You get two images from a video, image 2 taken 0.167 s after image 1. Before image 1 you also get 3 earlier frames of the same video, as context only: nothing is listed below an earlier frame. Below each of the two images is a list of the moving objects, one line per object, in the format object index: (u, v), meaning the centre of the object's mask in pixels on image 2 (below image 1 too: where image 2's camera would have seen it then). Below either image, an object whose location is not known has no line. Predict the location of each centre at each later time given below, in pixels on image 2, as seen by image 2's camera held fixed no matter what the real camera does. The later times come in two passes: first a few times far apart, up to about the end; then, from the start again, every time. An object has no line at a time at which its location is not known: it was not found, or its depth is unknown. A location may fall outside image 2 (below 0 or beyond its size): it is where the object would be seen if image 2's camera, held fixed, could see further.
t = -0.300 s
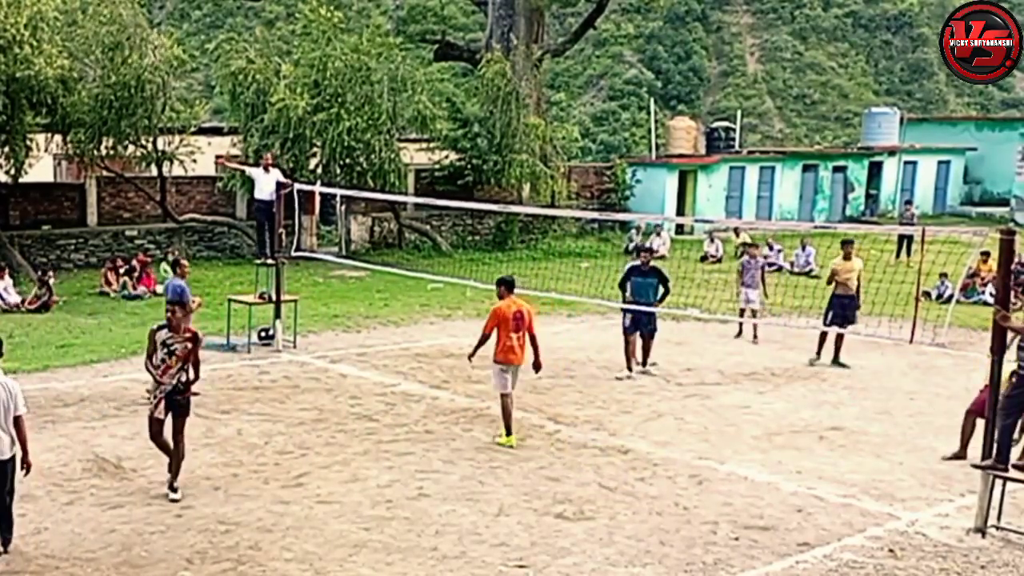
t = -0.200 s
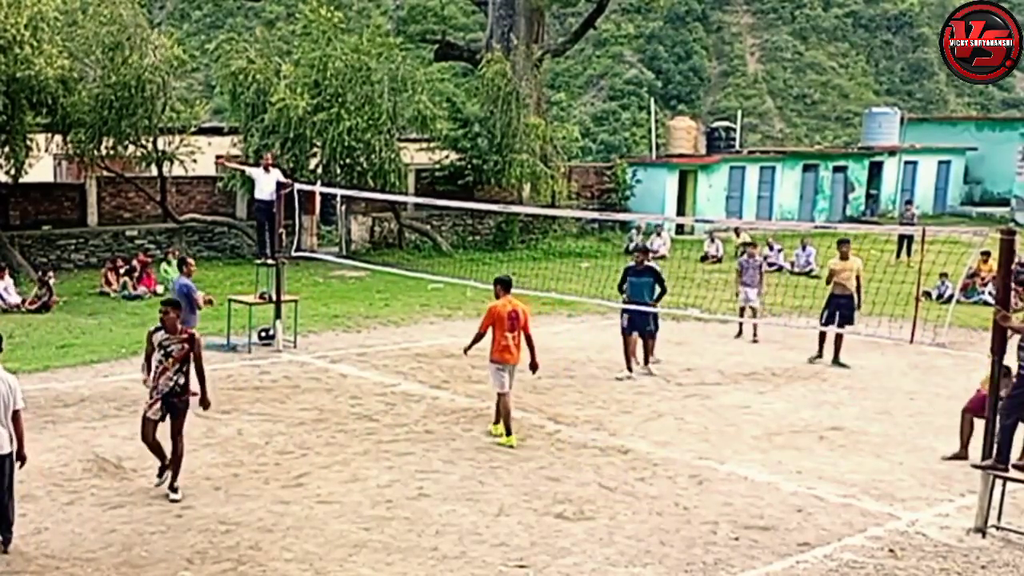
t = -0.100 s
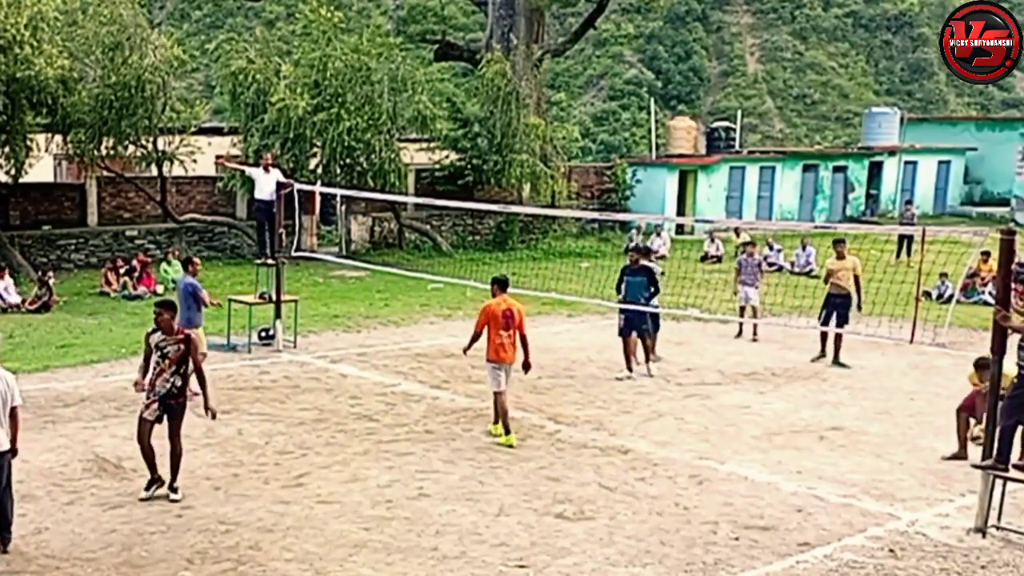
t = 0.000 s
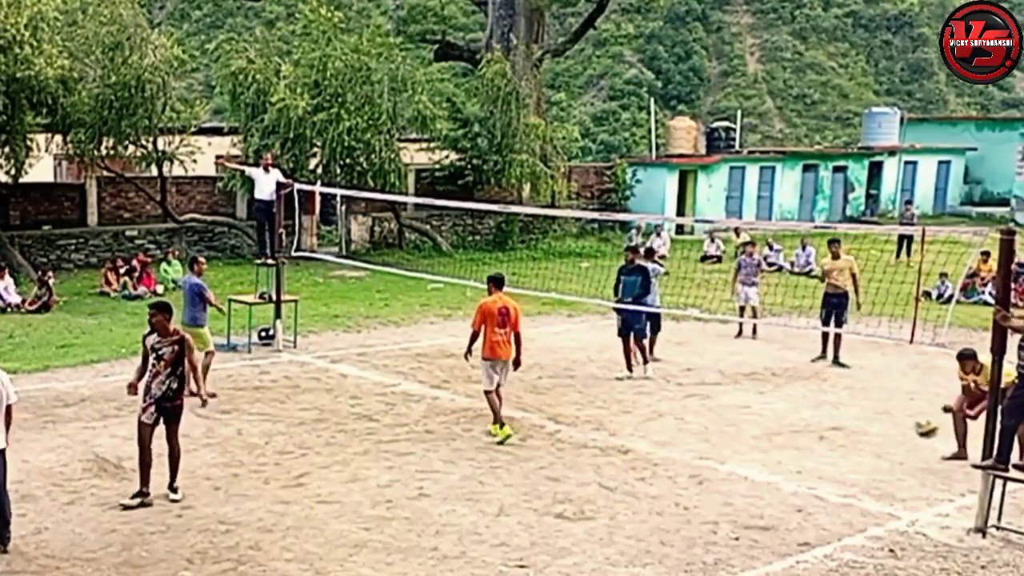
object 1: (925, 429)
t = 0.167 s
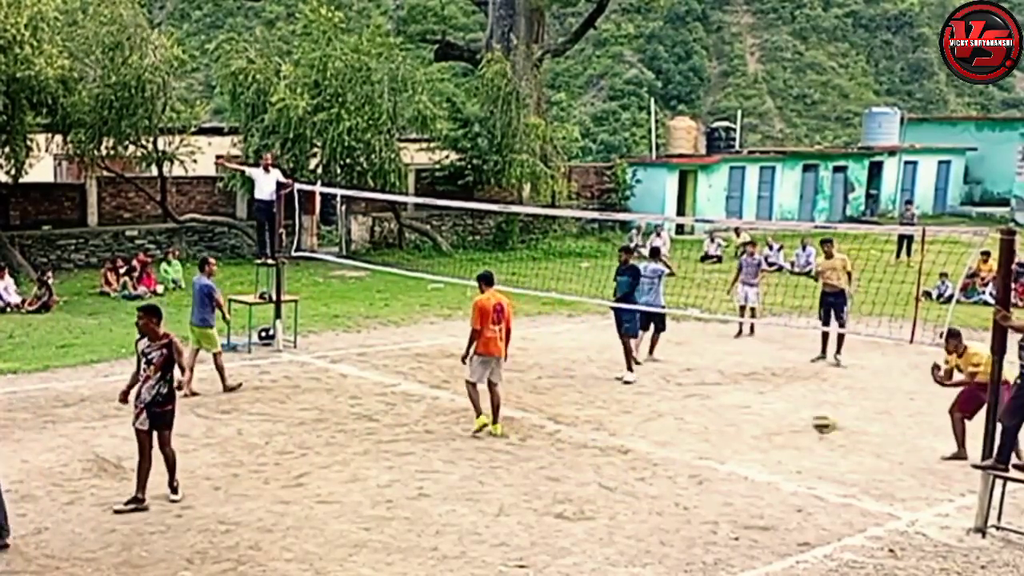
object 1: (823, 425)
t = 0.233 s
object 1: (780, 432)
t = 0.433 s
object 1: (648, 483)
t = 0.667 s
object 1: (536, 458)
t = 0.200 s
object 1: (802, 428)
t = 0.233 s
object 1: (780, 432)
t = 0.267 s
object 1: (758, 437)
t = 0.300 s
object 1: (736, 444)
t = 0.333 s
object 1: (715, 452)
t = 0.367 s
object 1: (693, 461)
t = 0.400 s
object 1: (671, 473)
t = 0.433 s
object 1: (648, 483)
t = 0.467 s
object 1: (632, 476)
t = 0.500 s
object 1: (617, 471)
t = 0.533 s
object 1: (601, 465)
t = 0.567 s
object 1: (584, 461)
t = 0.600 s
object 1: (568, 459)
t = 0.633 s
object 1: (552, 457)
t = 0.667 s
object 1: (536, 458)
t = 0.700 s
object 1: (520, 459)
